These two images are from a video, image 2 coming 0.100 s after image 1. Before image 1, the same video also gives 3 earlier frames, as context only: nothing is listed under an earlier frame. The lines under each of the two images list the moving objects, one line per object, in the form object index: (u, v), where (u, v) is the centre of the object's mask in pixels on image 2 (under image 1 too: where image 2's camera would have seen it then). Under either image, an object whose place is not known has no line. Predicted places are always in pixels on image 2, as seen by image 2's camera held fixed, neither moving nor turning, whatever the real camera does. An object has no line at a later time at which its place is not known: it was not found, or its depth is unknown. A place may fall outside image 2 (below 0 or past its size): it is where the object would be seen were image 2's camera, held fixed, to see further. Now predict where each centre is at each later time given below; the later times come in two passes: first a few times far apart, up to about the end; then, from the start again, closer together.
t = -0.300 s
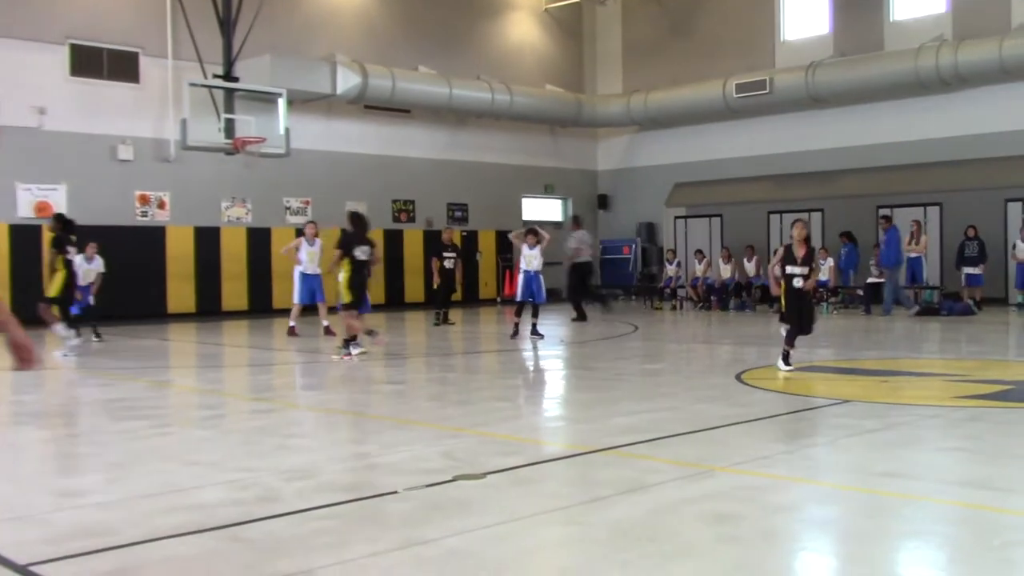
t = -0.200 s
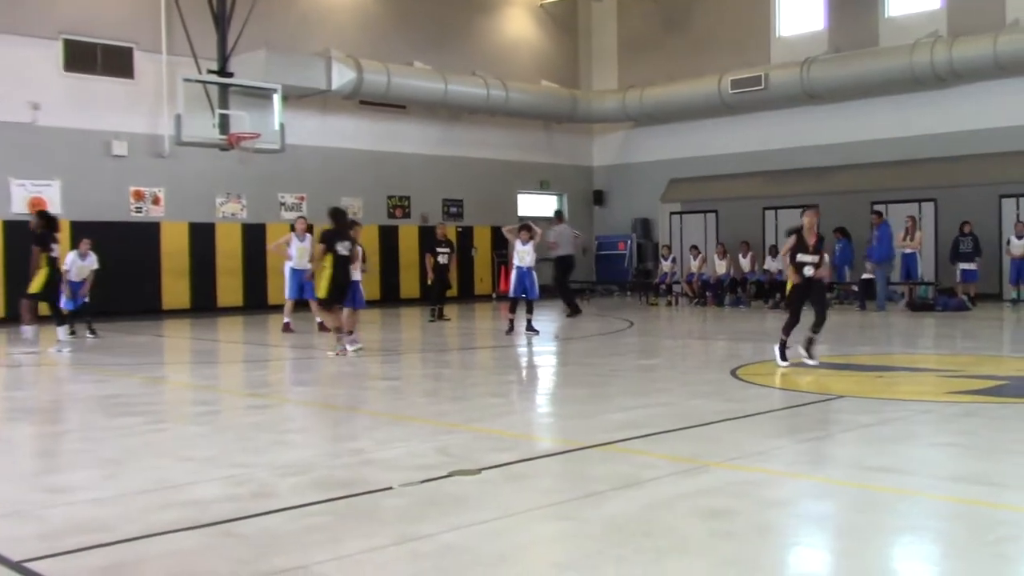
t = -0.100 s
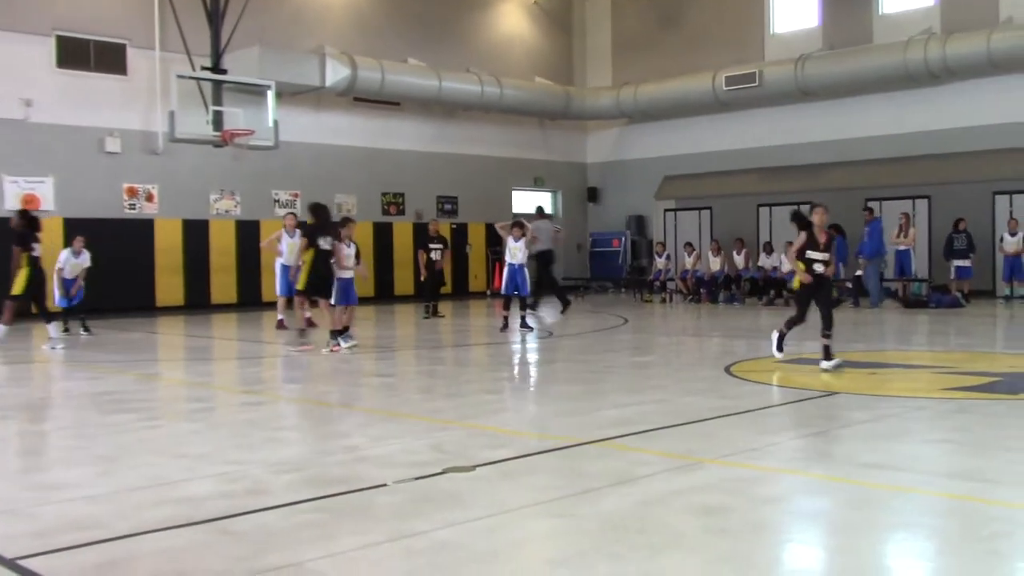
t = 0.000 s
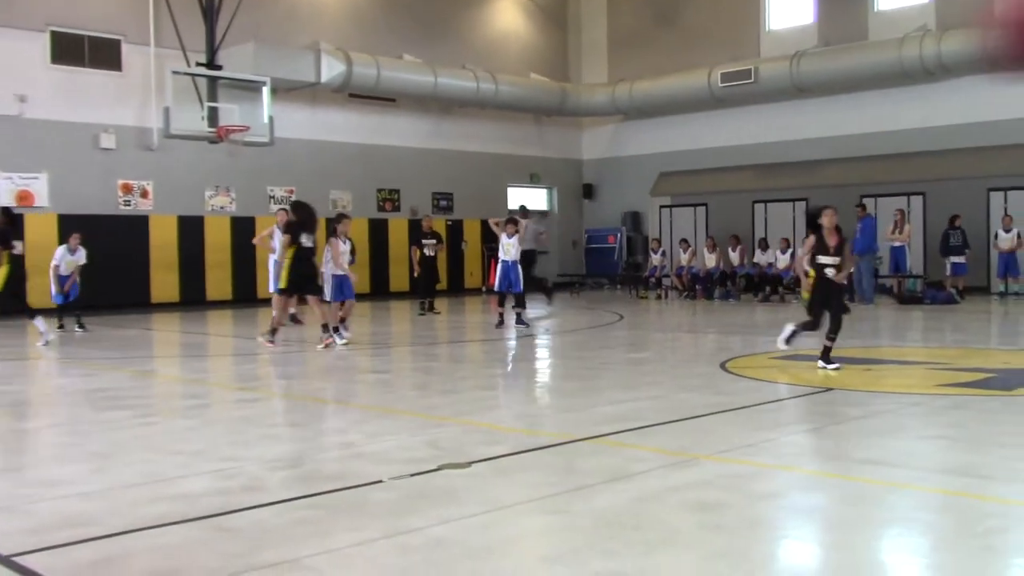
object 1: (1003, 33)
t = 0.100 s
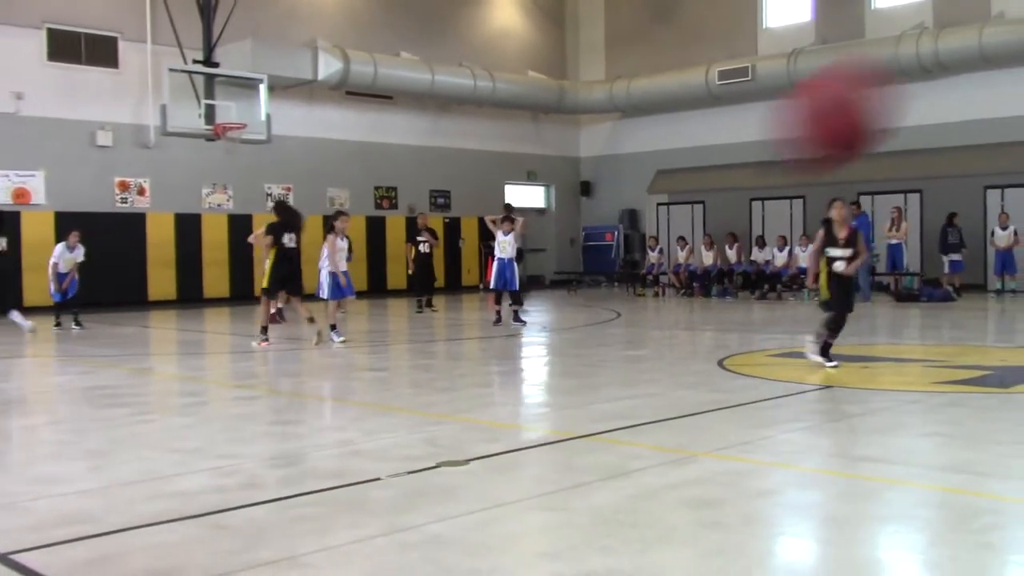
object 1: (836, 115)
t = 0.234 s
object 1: (587, 299)
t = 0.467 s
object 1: (258, 508)
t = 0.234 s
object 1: (587, 299)
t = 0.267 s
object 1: (530, 349)
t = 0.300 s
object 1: (467, 409)
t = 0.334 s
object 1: (414, 474)
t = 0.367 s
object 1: (359, 532)
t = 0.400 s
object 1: (307, 567)
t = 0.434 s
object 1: (279, 548)
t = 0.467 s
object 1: (258, 508)
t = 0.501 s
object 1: (233, 456)
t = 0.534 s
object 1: (212, 410)
